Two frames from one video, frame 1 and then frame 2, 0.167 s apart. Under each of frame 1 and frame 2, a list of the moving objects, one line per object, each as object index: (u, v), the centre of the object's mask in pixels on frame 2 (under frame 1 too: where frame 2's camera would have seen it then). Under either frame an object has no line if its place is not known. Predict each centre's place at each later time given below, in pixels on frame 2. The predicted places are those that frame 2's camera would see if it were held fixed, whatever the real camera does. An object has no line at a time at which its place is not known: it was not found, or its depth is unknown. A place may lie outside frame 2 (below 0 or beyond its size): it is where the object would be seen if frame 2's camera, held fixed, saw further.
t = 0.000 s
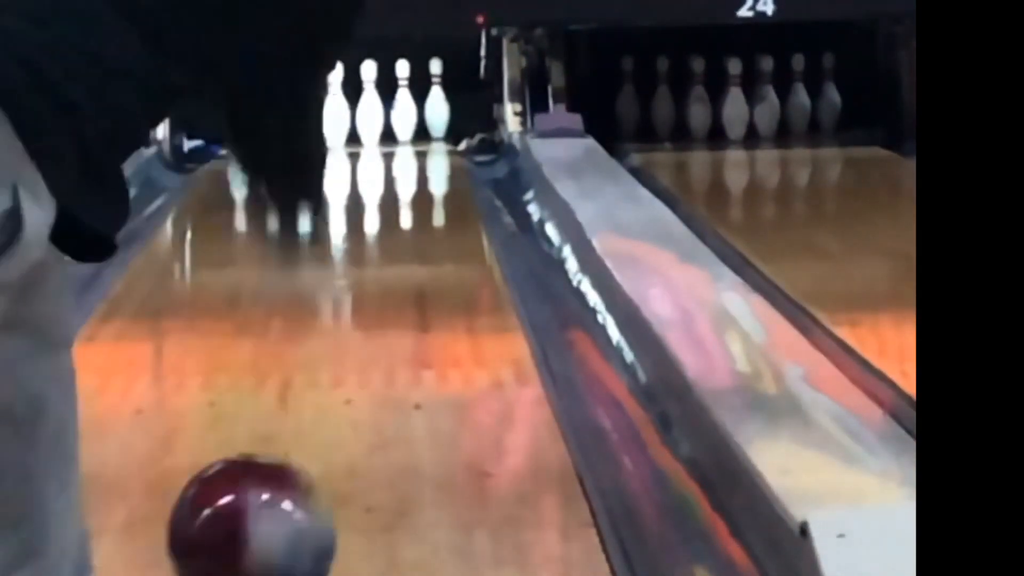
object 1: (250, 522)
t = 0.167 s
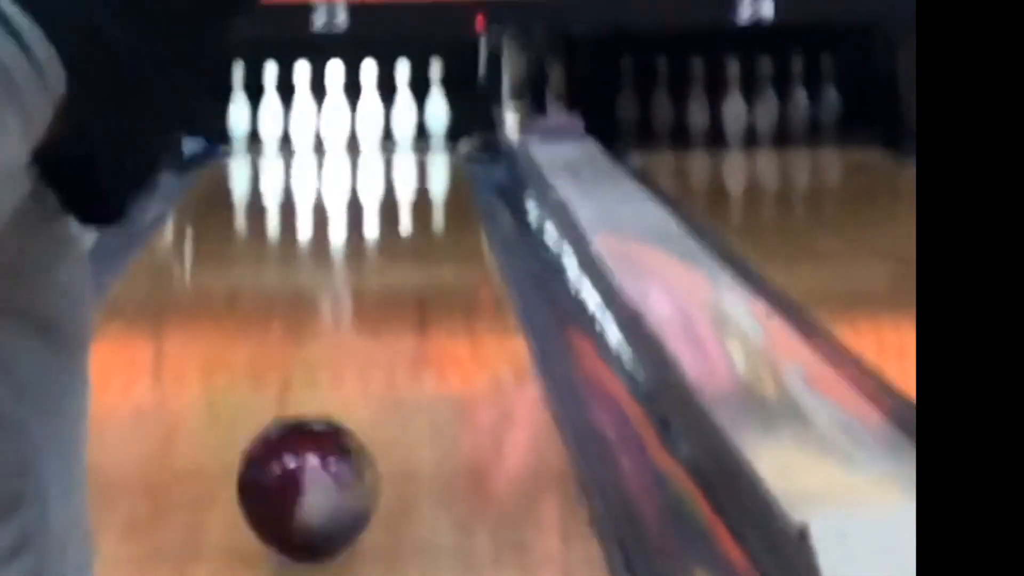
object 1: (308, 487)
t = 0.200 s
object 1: (316, 467)
